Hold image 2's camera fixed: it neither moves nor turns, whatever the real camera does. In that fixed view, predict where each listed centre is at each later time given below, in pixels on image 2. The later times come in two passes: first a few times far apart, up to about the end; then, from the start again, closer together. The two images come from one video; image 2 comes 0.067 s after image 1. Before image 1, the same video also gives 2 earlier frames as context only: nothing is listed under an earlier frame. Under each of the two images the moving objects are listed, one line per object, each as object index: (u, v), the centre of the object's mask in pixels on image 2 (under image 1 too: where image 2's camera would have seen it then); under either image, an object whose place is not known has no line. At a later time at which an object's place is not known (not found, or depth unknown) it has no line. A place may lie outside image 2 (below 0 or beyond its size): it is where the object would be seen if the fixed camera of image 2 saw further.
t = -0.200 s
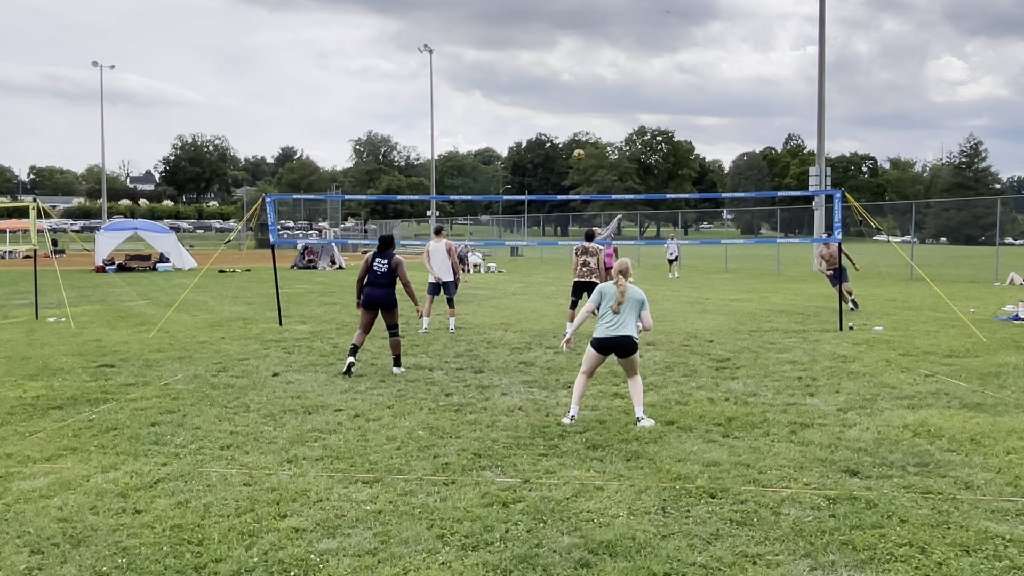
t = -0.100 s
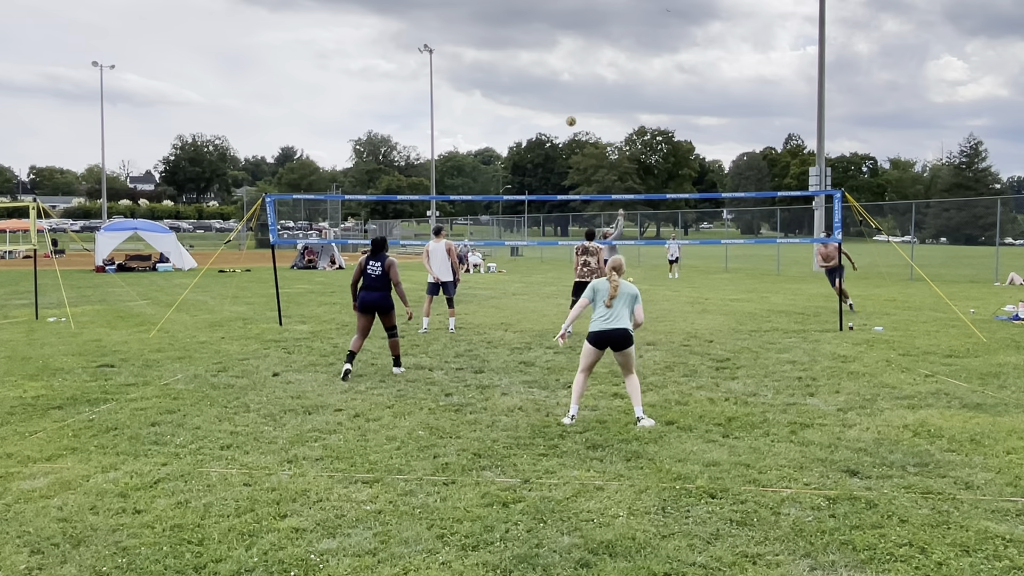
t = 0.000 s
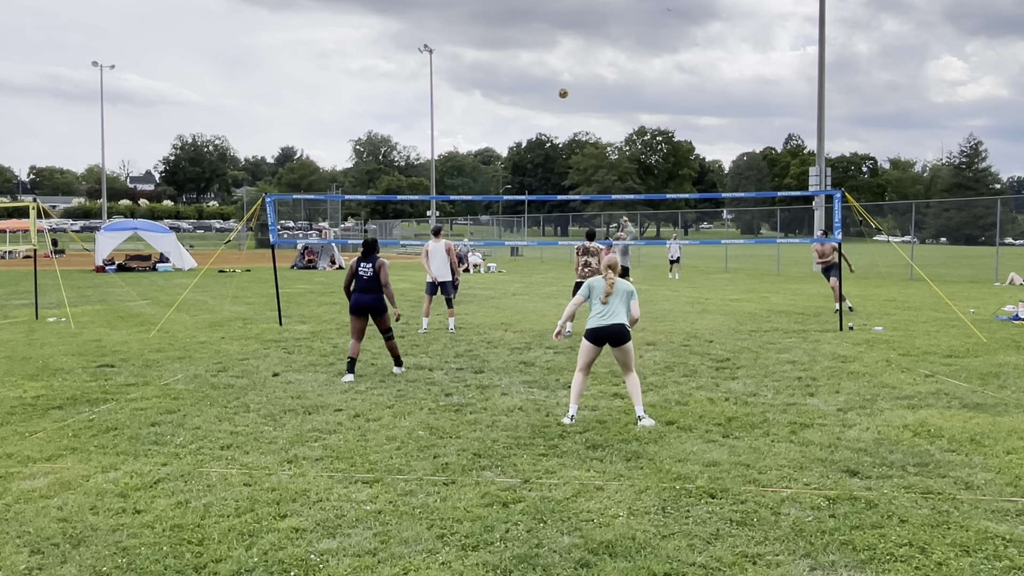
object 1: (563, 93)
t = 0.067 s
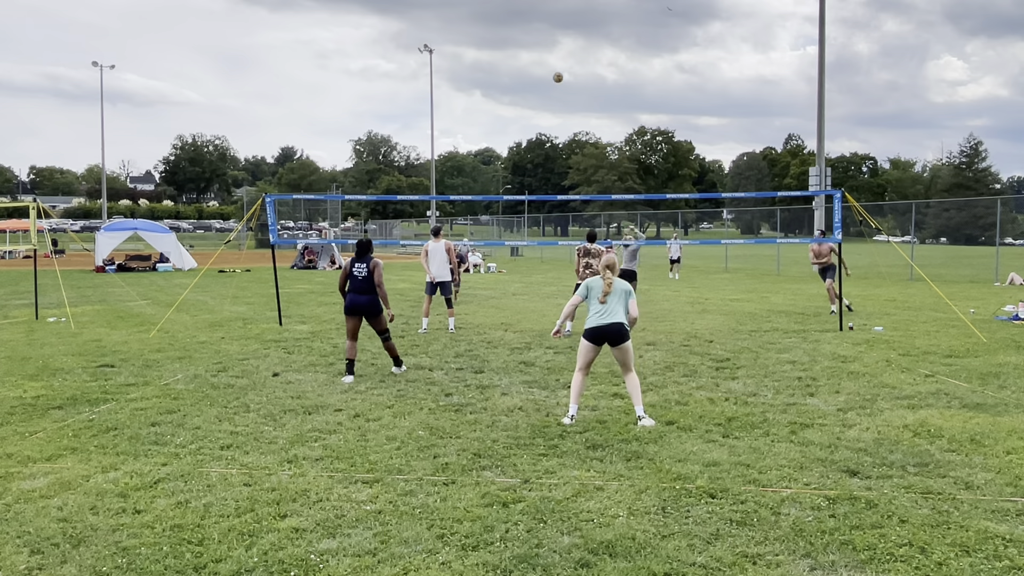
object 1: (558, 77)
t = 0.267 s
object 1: (542, 45)
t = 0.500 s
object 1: (524, 33)
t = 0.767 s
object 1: (504, 52)
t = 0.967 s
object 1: (491, 89)
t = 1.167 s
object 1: (480, 143)
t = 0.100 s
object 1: (555, 70)
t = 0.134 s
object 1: (552, 64)
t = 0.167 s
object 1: (550, 58)
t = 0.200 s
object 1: (547, 53)
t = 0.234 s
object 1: (544, 48)
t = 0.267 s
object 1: (542, 45)
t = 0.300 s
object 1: (539, 41)
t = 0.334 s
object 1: (537, 39)
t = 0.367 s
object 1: (534, 36)
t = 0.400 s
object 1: (531, 34)
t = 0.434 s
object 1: (529, 33)
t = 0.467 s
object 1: (526, 33)
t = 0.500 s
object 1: (524, 33)
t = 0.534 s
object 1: (521, 33)
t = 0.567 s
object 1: (518, 34)
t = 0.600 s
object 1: (516, 36)
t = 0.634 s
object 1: (514, 38)
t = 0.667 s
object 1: (511, 41)
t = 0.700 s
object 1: (509, 44)
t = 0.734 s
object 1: (506, 48)
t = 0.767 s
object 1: (504, 52)
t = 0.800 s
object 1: (502, 57)
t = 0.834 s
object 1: (500, 62)
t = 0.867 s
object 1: (497, 68)
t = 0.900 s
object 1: (495, 74)
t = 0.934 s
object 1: (493, 81)
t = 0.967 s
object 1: (491, 89)
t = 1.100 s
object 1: (484, 123)
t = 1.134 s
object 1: (482, 132)
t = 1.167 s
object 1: (480, 143)
